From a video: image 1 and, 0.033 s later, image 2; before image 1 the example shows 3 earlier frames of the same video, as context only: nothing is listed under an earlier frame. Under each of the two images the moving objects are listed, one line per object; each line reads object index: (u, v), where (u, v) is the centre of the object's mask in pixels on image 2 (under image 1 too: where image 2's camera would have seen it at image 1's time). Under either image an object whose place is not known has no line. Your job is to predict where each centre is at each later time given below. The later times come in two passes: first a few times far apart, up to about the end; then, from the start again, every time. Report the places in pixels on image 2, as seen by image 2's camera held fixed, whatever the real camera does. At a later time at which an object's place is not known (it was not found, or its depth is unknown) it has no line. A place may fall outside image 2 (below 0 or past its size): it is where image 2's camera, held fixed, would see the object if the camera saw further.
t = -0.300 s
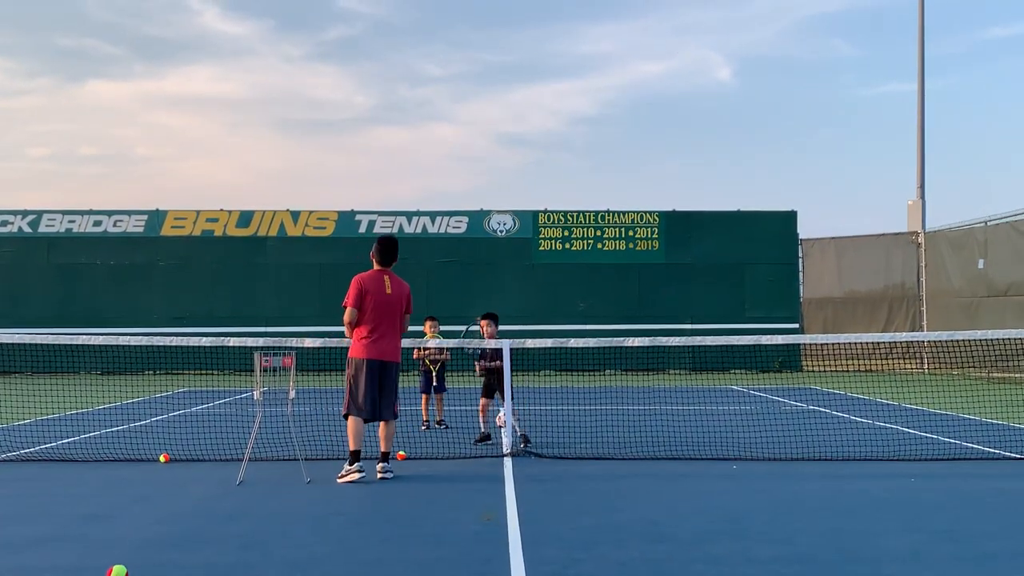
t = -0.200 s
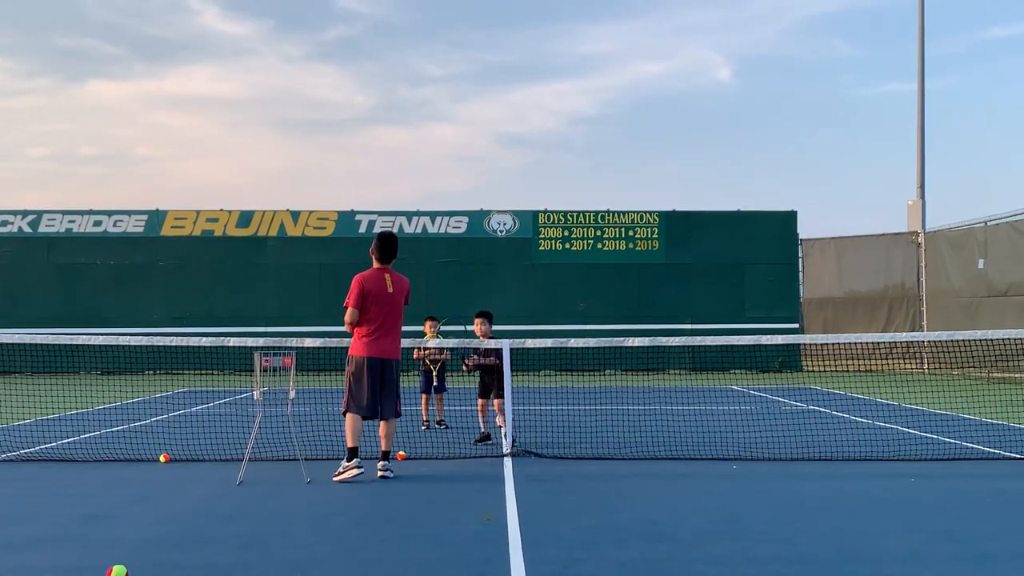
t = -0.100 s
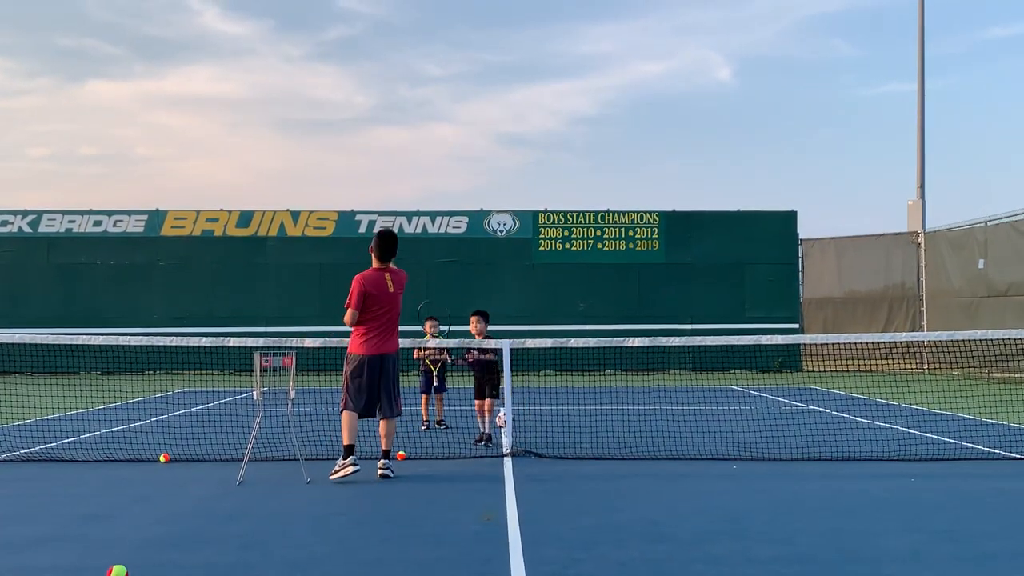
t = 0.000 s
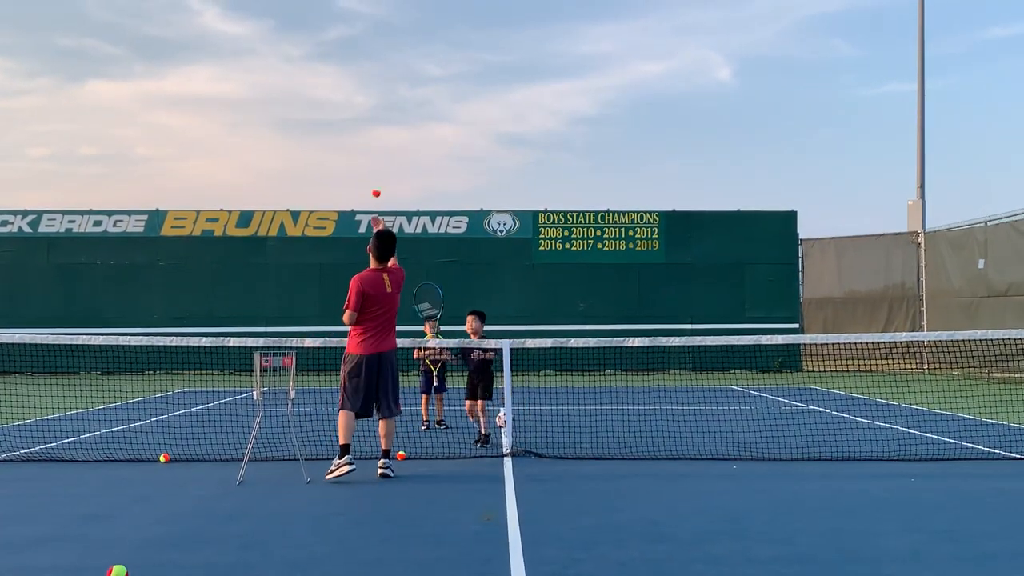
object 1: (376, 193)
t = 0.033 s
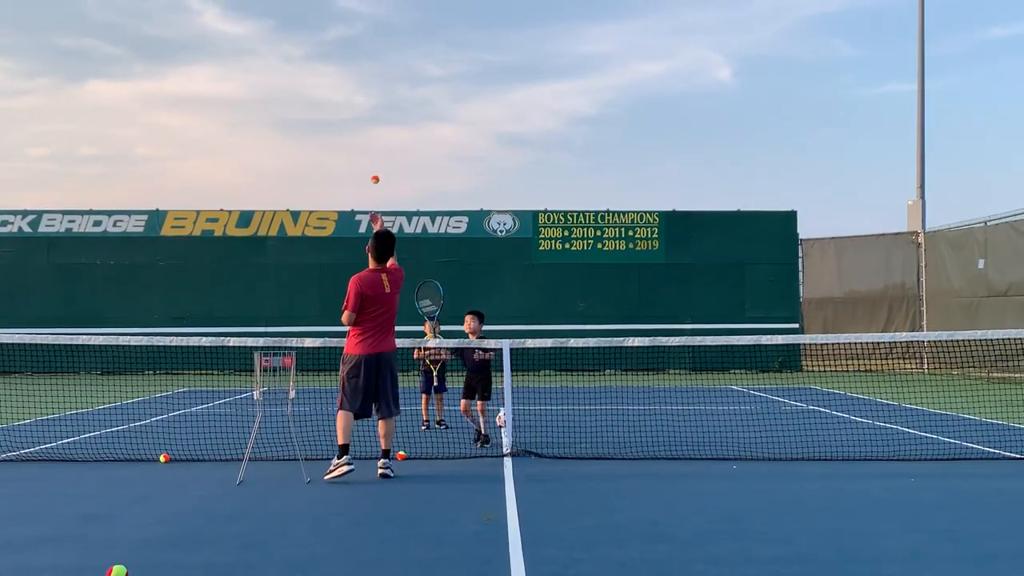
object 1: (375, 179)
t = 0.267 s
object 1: (367, 127)
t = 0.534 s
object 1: (359, 151)
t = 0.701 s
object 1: (354, 208)
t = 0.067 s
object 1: (374, 168)
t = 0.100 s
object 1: (372, 157)
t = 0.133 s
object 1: (371, 148)
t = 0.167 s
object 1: (370, 140)
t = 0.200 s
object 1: (369, 134)
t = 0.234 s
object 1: (368, 130)
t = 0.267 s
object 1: (367, 127)
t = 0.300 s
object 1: (366, 125)
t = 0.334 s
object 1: (365, 125)
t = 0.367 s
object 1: (364, 126)
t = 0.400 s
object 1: (363, 129)
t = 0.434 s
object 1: (362, 133)
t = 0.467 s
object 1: (361, 138)
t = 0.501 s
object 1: (360, 144)
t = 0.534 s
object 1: (359, 151)
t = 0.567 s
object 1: (358, 160)
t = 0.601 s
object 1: (357, 170)
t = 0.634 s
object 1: (356, 182)
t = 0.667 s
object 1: (355, 194)
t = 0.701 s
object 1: (354, 208)
